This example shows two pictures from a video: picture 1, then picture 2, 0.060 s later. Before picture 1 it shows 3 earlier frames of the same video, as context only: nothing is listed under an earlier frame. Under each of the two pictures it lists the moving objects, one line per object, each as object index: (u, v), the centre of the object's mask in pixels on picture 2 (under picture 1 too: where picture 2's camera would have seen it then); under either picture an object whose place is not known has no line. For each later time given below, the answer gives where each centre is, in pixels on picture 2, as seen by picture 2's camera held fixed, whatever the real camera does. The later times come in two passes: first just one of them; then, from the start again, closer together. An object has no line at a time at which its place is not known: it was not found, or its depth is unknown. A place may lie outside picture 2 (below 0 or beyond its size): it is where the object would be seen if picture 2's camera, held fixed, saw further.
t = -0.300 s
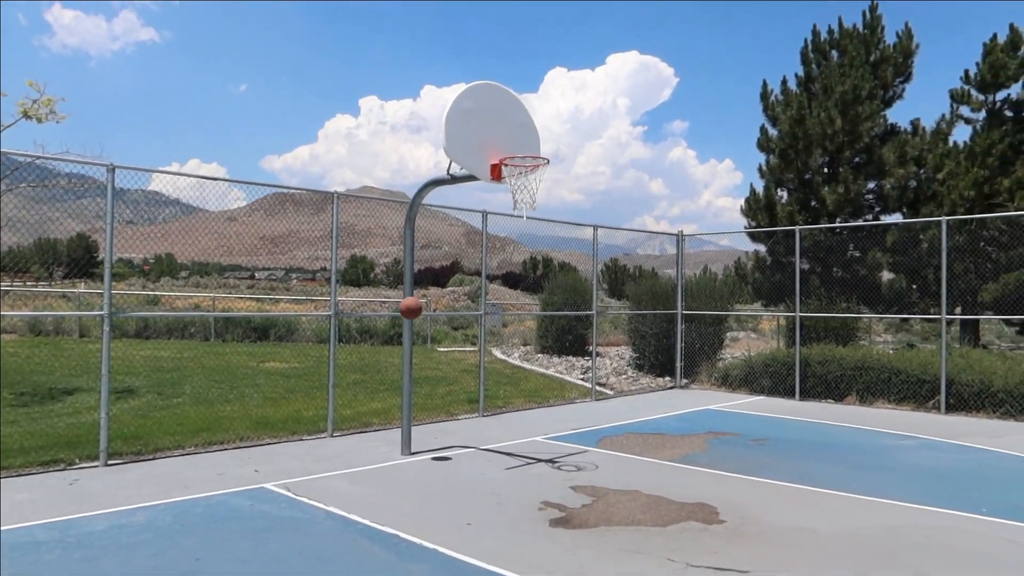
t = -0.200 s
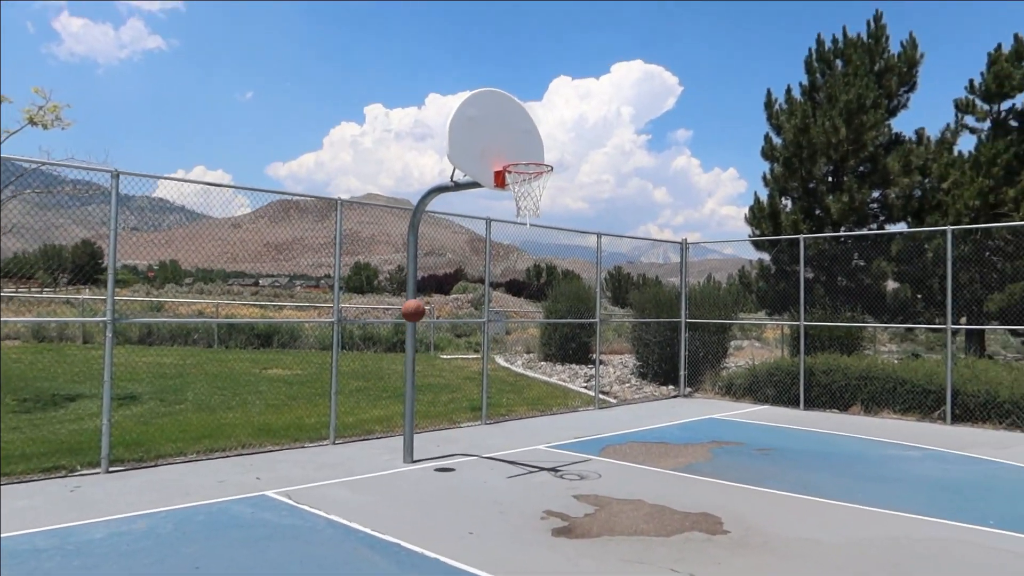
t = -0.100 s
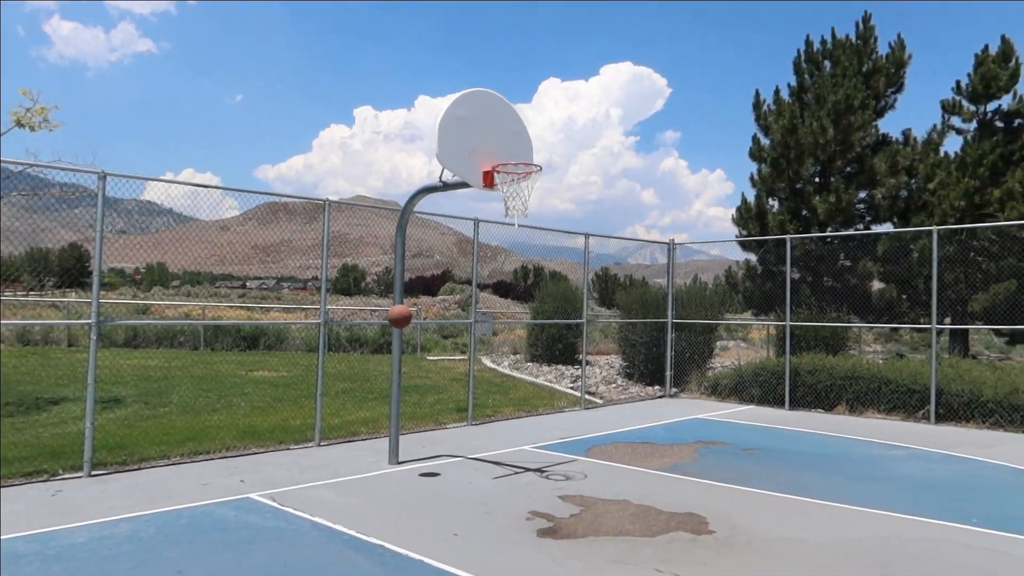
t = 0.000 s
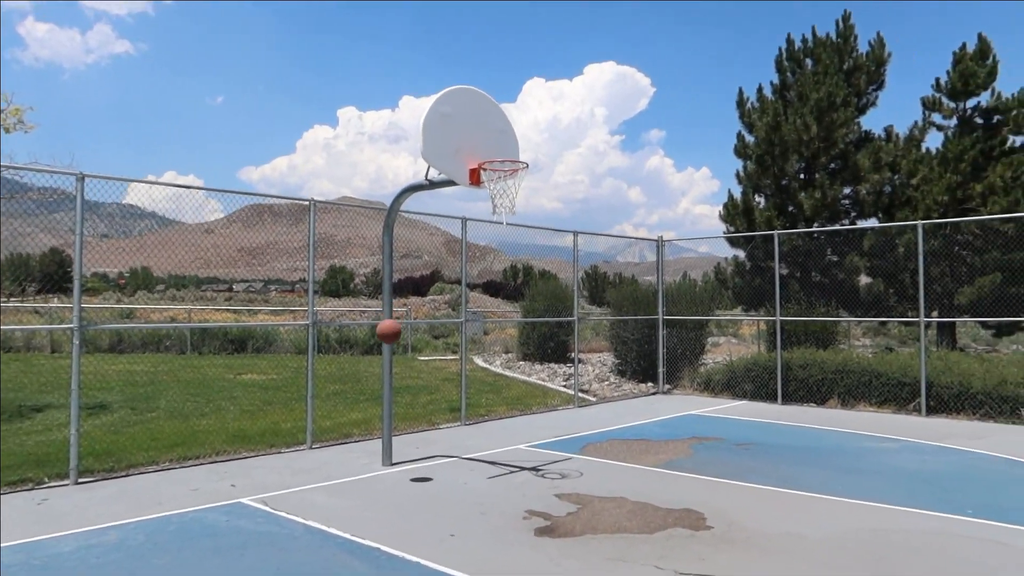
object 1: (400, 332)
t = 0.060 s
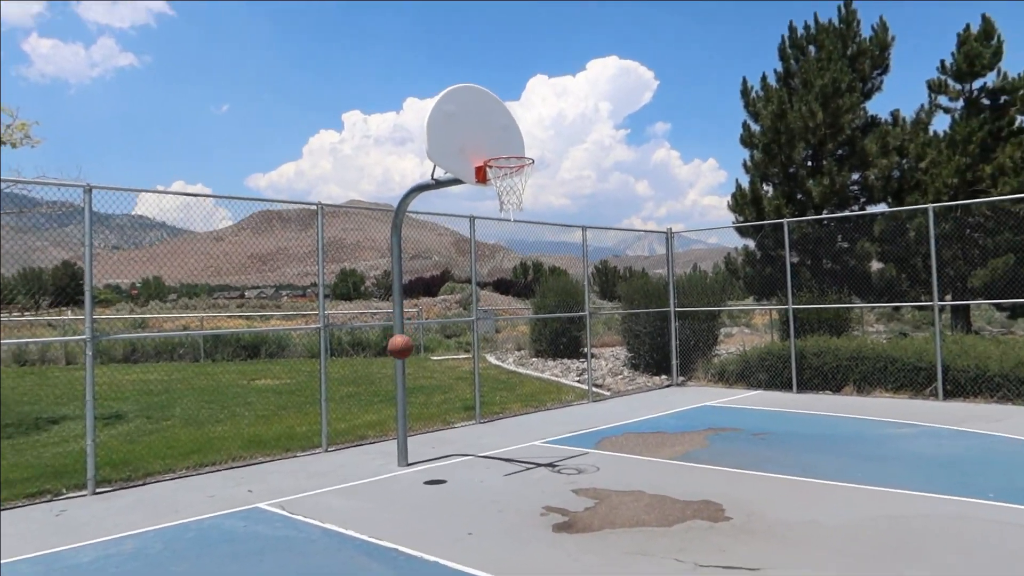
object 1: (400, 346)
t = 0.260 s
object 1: (402, 426)
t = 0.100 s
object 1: (401, 359)
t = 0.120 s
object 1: (401, 365)
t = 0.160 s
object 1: (402, 380)
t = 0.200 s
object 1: (402, 397)
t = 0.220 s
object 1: (402, 406)
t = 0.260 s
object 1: (402, 426)
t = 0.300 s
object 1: (403, 448)
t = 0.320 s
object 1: (404, 460)
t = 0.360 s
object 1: (405, 486)
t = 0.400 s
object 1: (402, 480)
